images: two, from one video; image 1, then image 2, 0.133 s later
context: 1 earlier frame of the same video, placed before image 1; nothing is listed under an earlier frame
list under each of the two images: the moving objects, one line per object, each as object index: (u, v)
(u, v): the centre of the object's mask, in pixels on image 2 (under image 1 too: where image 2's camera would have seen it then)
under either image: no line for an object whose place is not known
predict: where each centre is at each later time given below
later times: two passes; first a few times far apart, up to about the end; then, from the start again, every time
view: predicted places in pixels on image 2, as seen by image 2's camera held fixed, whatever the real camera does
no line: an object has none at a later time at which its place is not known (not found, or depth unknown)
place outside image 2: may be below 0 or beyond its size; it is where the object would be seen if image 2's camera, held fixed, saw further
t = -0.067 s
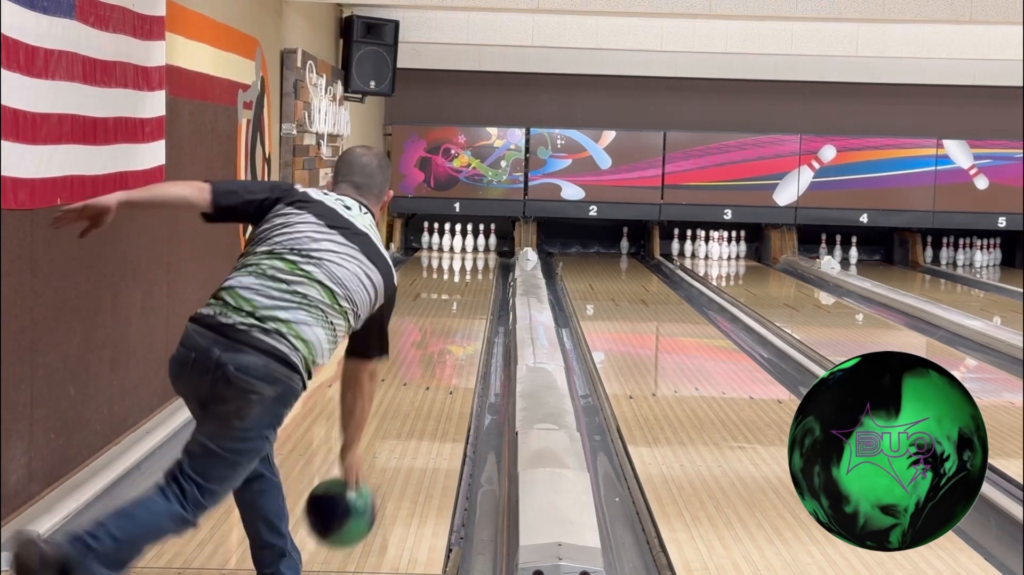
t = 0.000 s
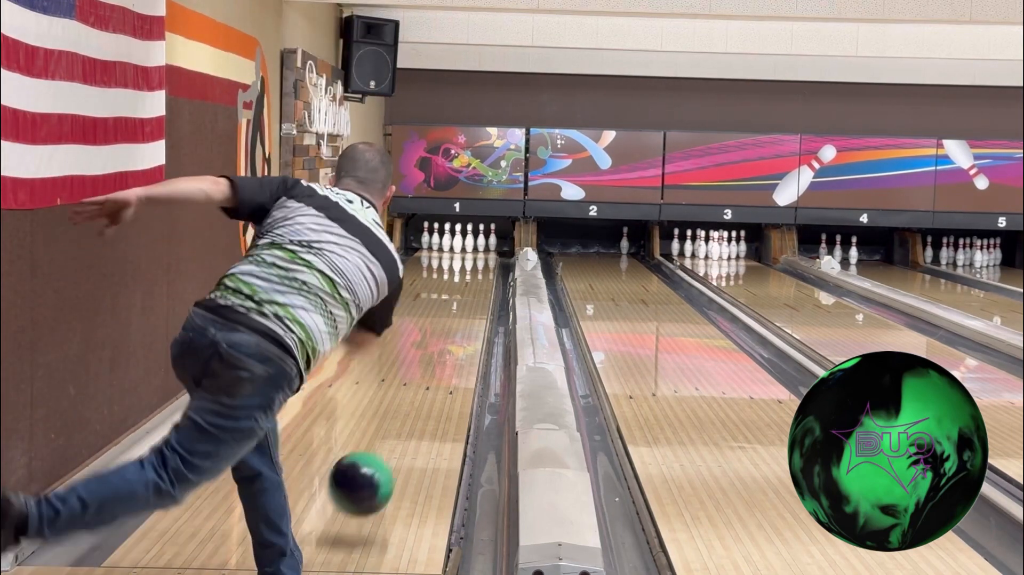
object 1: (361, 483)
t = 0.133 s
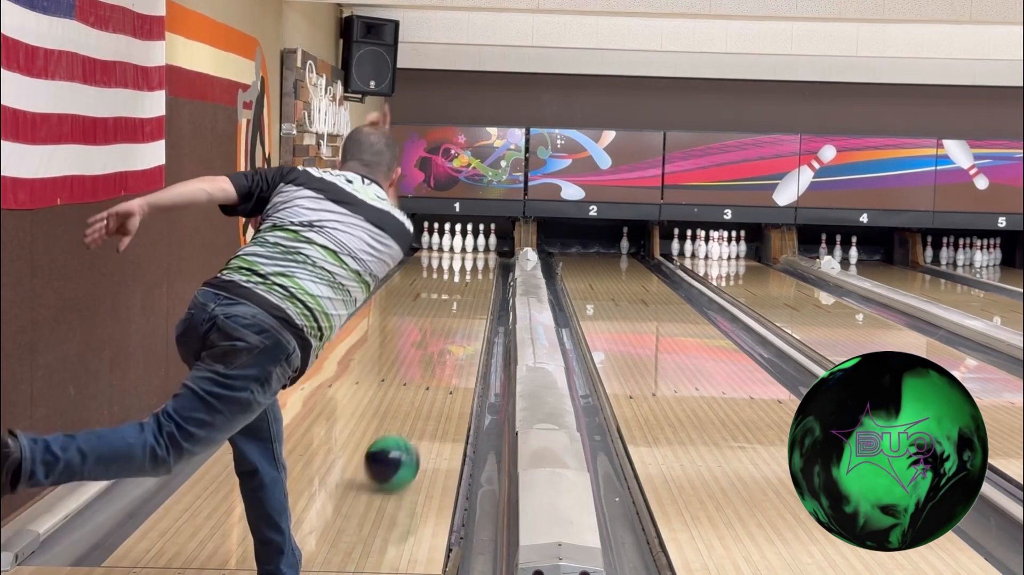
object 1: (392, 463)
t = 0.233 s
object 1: (410, 434)
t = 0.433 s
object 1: (435, 388)
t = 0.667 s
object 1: (455, 351)
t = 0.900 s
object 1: (467, 324)
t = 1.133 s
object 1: (474, 304)
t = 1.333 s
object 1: (477, 291)
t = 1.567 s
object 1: (479, 278)
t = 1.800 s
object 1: (478, 268)
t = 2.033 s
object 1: (475, 260)
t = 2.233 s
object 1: (469, 253)
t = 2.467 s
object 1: (461, 247)
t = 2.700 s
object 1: (453, 242)
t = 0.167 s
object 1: (398, 451)
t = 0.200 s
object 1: (404, 443)
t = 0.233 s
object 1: (410, 434)
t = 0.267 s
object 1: (415, 425)
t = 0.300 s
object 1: (419, 416)
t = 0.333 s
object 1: (424, 408)
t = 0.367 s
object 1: (428, 401)
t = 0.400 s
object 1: (432, 394)
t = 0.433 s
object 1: (435, 388)
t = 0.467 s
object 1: (439, 381)
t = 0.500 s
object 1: (442, 376)
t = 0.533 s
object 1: (445, 369)
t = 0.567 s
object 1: (448, 365)
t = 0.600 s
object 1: (450, 360)
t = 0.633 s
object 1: (453, 355)
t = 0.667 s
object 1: (455, 351)
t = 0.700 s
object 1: (457, 346)
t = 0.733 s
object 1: (459, 342)
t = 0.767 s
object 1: (461, 338)
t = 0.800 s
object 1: (462, 335)
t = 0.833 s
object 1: (464, 331)
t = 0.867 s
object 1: (466, 327)
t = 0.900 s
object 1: (467, 324)
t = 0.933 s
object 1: (468, 321)
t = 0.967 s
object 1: (469, 318)
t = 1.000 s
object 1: (470, 315)
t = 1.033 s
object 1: (471, 312)
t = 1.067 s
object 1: (472, 309)
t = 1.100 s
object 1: (473, 307)
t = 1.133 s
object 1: (474, 304)
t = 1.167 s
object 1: (475, 302)
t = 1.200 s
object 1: (475, 300)
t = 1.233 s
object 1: (476, 297)
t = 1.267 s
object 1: (476, 295)
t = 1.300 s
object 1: (477, 293)
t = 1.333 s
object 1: (477, 291)
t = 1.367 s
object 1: (478, 289)
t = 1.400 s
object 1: (478, 287)
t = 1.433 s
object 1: (478, 285)
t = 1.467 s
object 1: (479, 283)
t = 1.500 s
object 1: (479, 282)
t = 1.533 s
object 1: (479, 280)
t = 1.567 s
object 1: (479, 278)
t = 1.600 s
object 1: (479, 277)
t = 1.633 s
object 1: (479, 275)
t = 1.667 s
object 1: (479, 274)
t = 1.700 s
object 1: (479, 272)
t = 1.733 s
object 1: (479, 271)
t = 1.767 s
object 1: (478, 269)
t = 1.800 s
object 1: (478, 268)
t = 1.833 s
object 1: (477, 267)
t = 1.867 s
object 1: (477, 265)
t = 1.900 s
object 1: (477, 264)
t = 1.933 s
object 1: (475, 263)
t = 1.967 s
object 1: (475, 261)
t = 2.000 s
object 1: (475, 261)
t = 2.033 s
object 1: (475, 260)
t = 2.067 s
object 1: (474, 258)
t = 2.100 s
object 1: (473, 257)
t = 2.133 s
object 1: (472, 256)
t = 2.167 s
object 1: (471, 255)
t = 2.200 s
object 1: (470, 254)
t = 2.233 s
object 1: (469, 253)
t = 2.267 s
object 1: (469, 253)
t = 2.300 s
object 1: (468, 252)
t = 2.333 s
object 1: (468, 251)
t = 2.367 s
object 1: (465, 250)
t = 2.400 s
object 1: (465, 249)
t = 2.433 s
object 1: (463, 248)
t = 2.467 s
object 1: (461, 247)
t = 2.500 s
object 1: (460, 246)
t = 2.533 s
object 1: (459, 246)
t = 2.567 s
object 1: (459, 245)
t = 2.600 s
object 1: (459, 244)
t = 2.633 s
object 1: (458, 244)
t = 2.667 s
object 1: (456, 243)
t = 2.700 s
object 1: (453, 242)
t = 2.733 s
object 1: (451, 242)
